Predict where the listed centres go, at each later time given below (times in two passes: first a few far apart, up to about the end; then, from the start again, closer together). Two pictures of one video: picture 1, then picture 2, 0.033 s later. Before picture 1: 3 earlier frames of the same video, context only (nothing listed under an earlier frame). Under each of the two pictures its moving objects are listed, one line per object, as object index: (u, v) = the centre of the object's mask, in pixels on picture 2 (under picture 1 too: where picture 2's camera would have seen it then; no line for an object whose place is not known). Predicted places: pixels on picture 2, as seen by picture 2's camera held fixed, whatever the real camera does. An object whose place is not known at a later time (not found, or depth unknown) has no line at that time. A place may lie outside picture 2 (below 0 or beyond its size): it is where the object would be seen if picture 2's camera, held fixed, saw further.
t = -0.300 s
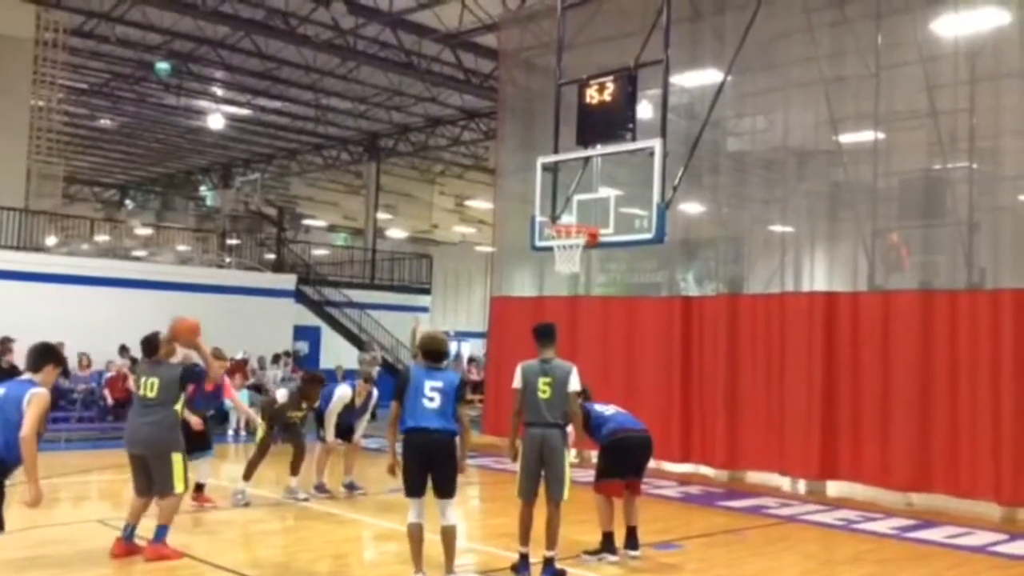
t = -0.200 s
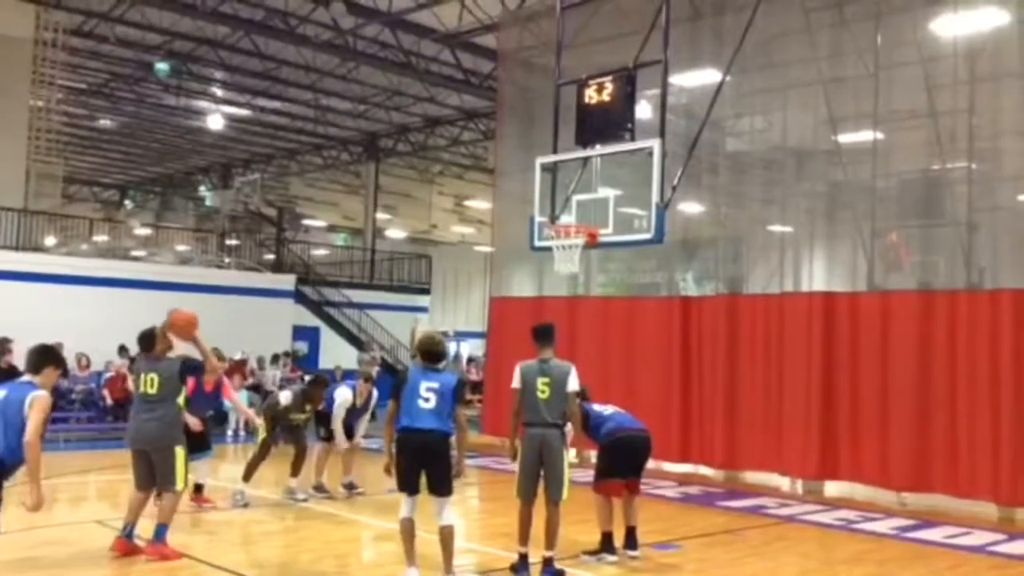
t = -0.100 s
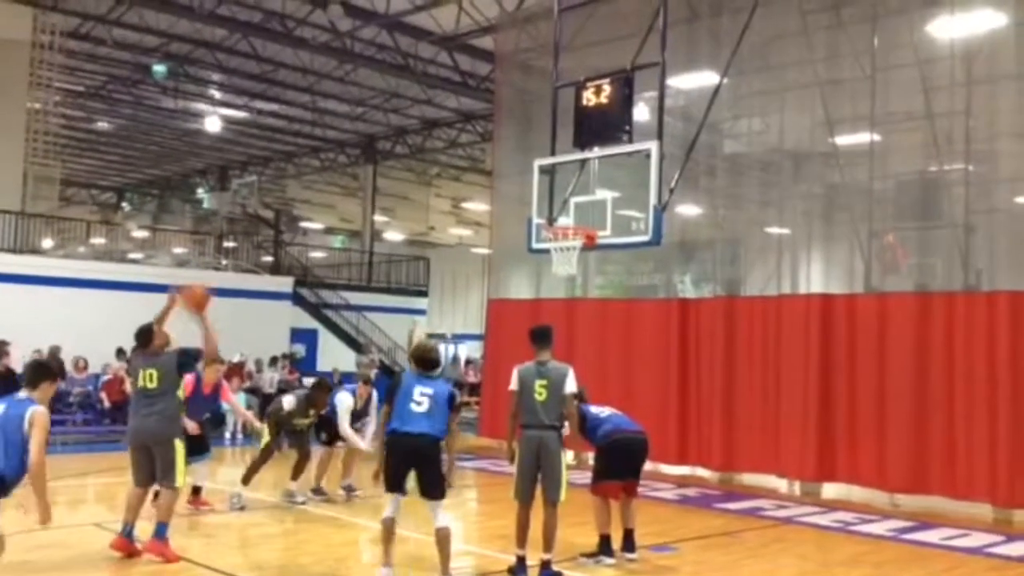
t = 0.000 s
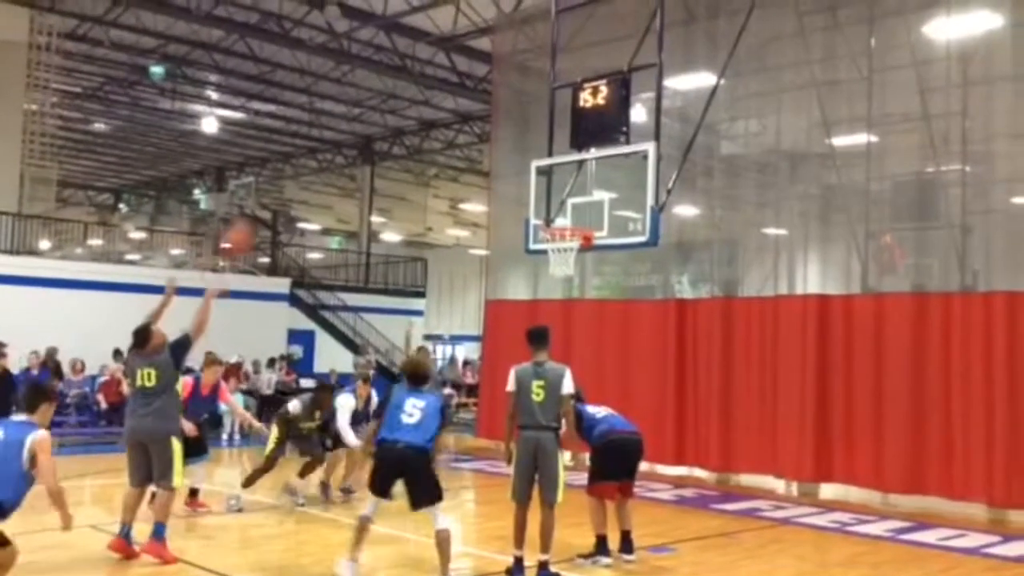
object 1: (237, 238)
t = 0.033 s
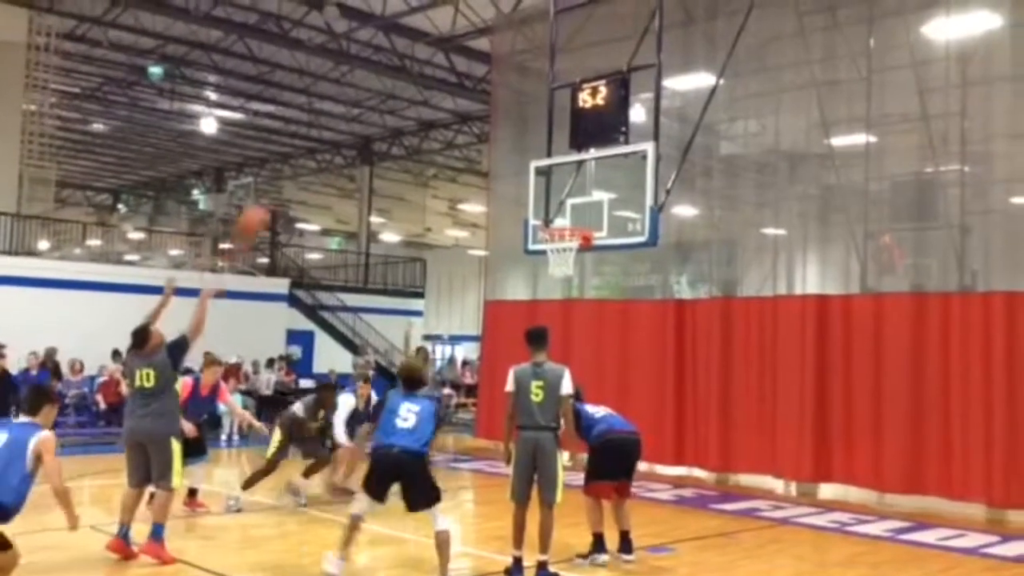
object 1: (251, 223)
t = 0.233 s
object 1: (345, 149)
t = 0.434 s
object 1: (417, 126)
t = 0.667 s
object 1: (495, 145)
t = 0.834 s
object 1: (543, 191)
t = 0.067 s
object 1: (270, 207)
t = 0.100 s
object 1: (283, 192)
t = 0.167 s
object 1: (314, 166)
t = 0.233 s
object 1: (345, 149)
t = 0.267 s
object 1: (355, 144)
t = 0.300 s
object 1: (370, 138)
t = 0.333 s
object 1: (383, 133)
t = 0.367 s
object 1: (395, 128)
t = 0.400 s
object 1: (406, 126)
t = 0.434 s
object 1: (417, 126)
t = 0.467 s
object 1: (428, 126)
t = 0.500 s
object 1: (442, 127)
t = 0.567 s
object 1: (463, 130)
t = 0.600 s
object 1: (476, 137)
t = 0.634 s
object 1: (482, 141)
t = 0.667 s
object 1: (495, 145)
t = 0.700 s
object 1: (504, 153)
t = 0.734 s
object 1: (513, 160)
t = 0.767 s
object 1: (523, 169)
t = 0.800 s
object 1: (533, 180)
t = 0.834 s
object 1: (543, 191)
